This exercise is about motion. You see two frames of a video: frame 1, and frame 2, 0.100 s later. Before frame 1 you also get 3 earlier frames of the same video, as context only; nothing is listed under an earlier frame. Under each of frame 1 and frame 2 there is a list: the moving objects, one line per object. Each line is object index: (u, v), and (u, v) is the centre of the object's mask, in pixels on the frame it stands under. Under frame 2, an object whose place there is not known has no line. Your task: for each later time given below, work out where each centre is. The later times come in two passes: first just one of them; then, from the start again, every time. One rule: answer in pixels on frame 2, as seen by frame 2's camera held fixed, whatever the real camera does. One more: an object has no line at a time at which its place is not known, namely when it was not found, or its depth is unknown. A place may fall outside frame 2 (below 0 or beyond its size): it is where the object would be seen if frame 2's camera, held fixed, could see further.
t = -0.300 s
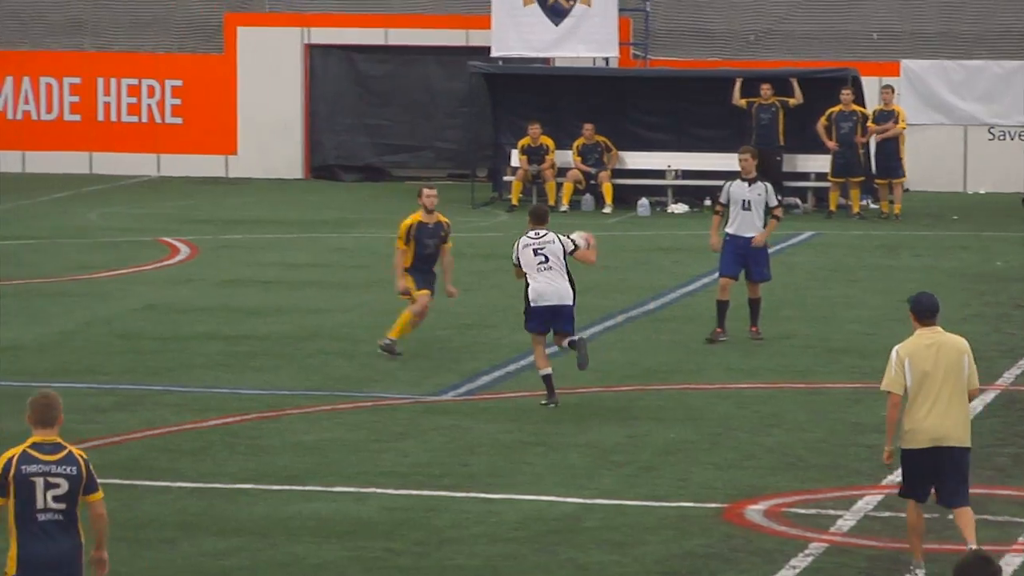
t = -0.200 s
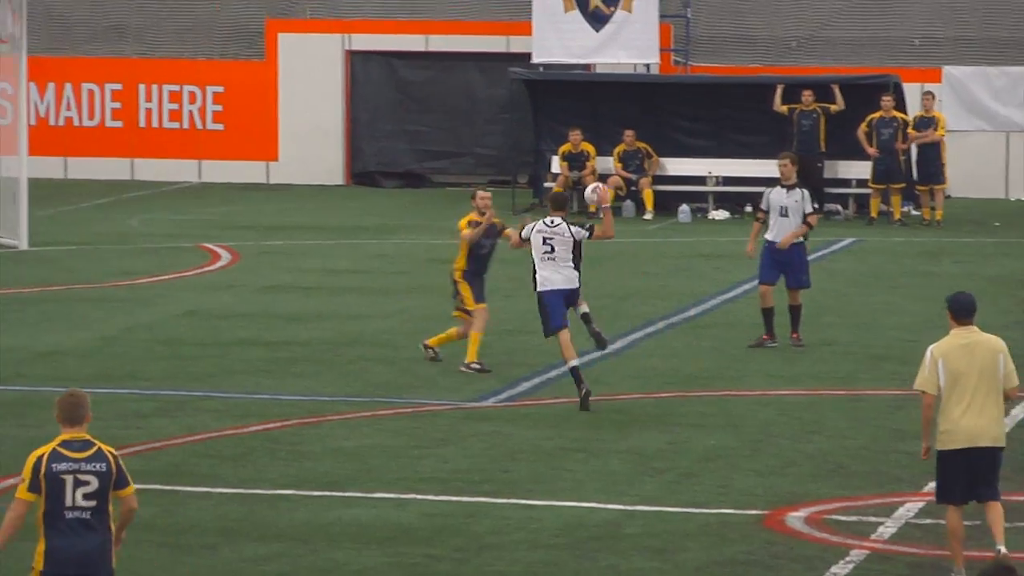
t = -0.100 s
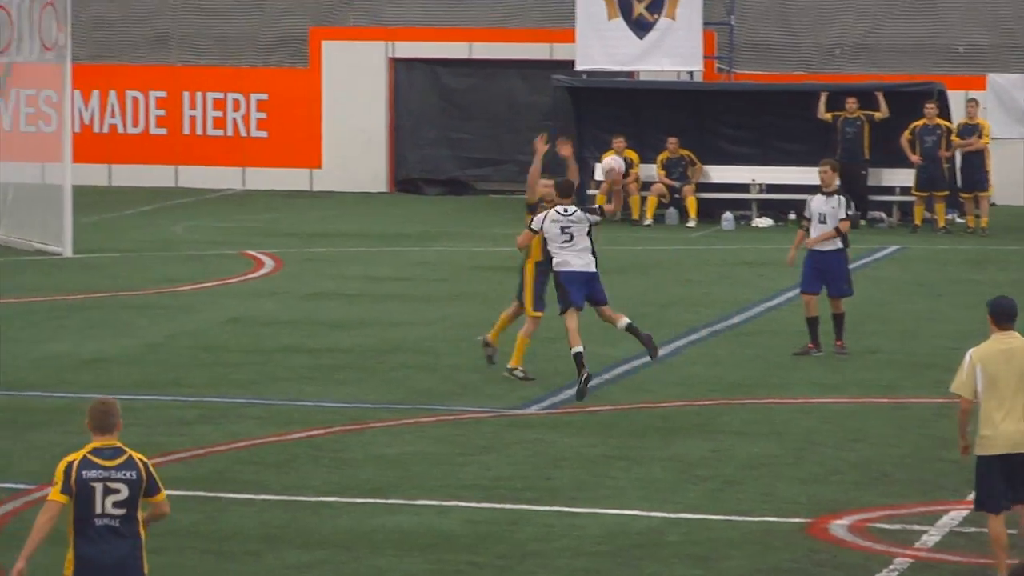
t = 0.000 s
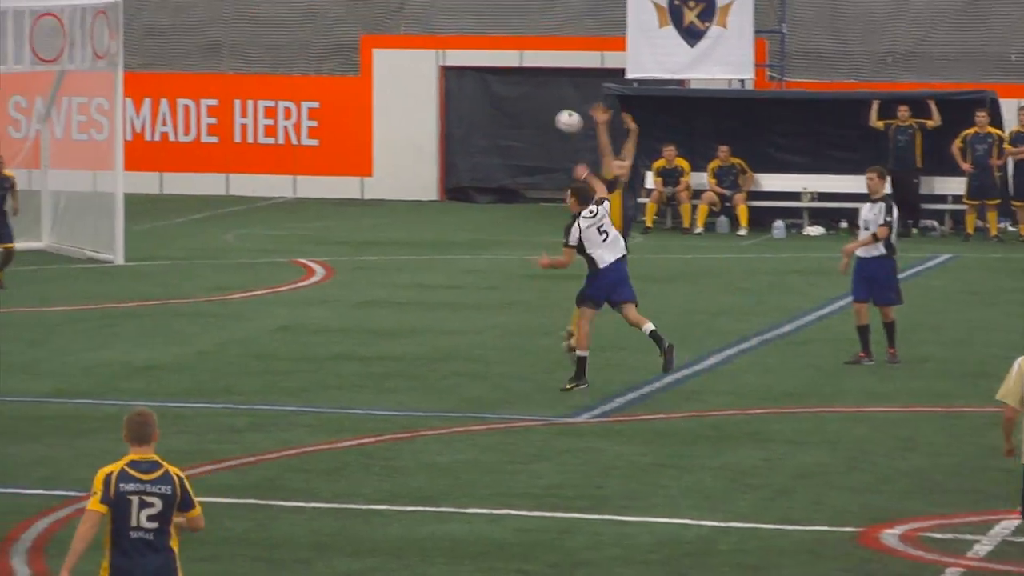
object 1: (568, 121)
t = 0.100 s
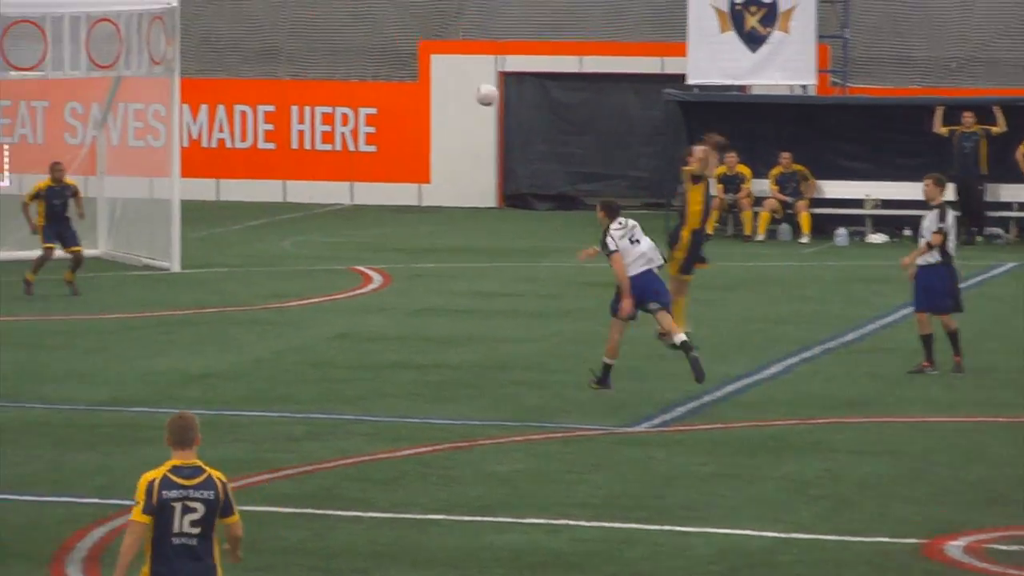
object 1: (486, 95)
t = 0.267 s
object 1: (278, 49)
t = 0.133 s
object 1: (442, 84)
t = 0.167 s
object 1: (401, 75)
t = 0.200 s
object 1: (359, 67)
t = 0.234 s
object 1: (318, 58)
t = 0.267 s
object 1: (278, 49)
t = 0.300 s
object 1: (241, 43)
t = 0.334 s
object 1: (203, 37)
